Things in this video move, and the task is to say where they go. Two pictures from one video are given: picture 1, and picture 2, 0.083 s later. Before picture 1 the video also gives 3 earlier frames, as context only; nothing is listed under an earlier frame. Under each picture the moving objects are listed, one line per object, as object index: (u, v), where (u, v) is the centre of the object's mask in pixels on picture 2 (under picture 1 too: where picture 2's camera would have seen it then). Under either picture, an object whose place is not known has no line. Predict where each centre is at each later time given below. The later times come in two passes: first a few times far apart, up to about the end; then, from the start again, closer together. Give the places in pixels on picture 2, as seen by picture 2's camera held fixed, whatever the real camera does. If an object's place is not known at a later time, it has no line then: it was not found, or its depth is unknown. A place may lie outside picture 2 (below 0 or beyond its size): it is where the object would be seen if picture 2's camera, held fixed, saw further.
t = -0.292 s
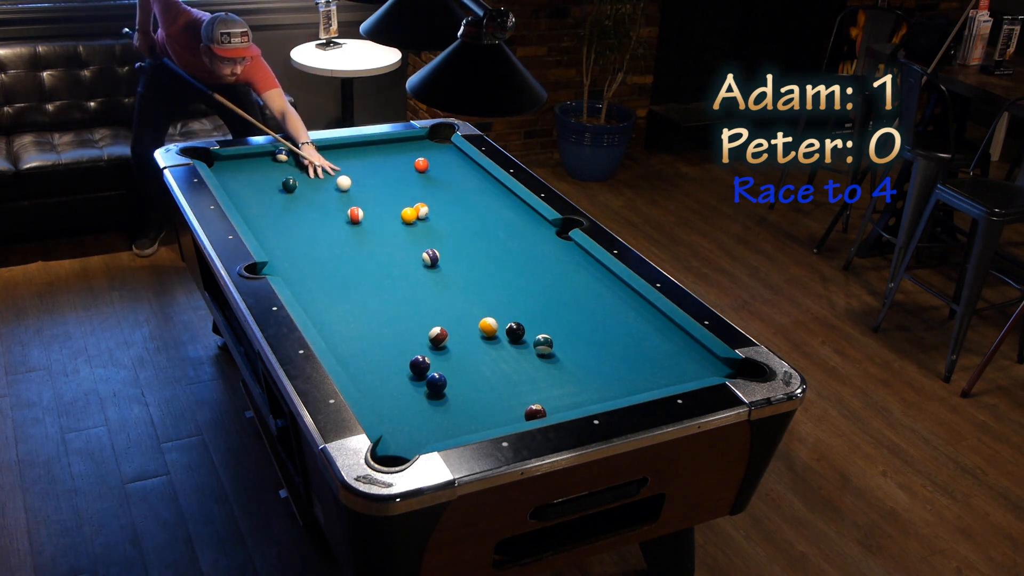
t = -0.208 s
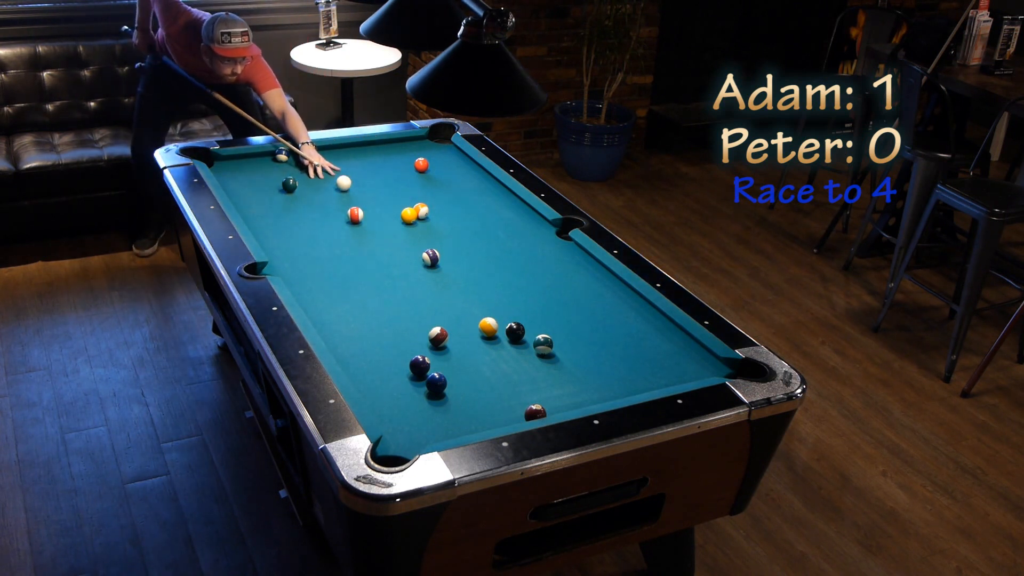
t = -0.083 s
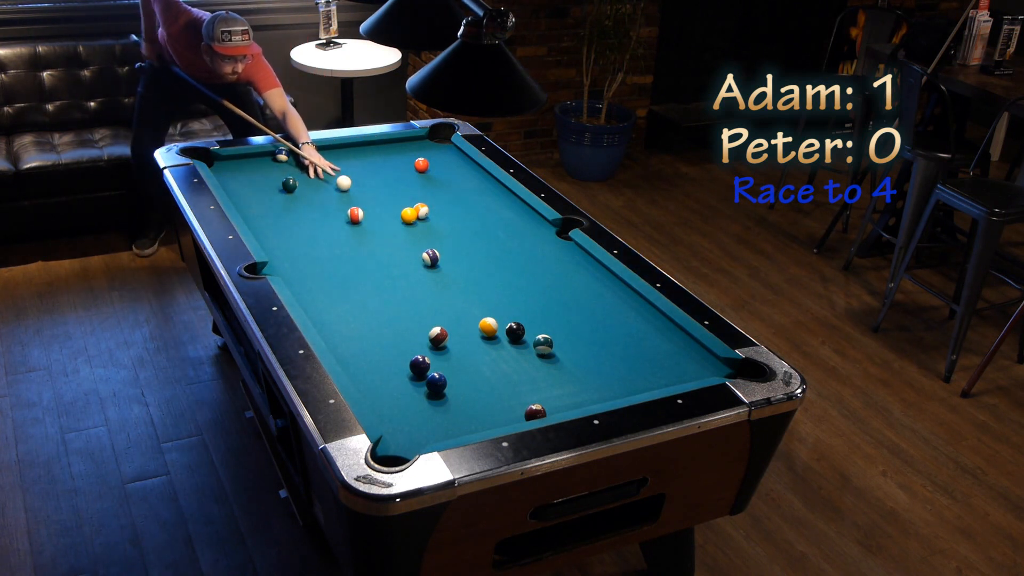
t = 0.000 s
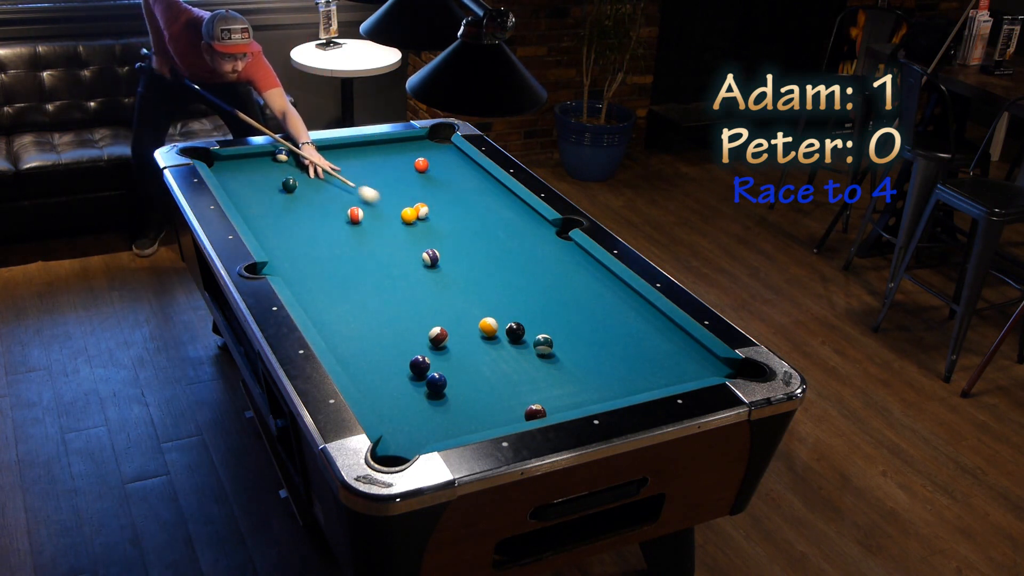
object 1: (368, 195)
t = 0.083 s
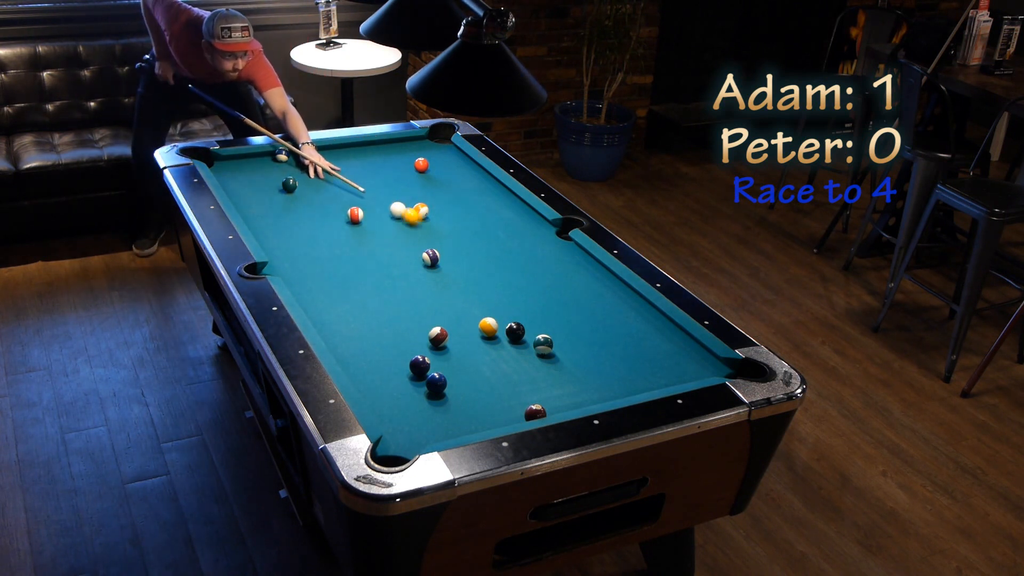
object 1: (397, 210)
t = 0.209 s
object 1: (401, 213)
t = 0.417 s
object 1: (415, 222)
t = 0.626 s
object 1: (431, 230)
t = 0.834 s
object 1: (445, 239)
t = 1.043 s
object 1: (459, 247)
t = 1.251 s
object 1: (472, 255)
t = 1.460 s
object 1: (486, 263)
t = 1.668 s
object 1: (499, 271)
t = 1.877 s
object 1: (511, 279)
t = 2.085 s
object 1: (523, 286)
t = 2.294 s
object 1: (534, 293)
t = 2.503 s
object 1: (545, 299)
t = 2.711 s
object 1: (555, 305)
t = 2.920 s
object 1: (564, 311)
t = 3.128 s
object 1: (572, 316)
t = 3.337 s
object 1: (579, 322)
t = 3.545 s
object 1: (586, 326)
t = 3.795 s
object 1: (592, 331)
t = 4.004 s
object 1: (597, 335)
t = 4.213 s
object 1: (601, 338)
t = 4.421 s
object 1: (604, 340)
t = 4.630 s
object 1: (606, 342)
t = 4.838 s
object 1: (608, 343)
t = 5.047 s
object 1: (609, 343)
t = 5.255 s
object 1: (609, 343)
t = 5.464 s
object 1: (609, 342)
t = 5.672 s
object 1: (610, 342)
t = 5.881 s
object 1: (610, 342)
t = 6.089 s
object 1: (610, 342)
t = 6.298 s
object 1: (610, 342)
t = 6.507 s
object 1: (610, 342)
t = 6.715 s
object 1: (610, 342)
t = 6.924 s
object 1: (610, 342)
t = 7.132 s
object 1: (610, 342)
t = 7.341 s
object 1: (610, 342)
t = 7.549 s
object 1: (610, 342)
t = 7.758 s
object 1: (610, 342)
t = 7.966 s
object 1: (610, 342)
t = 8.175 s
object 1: (610, 342)
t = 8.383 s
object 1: (610, 342)
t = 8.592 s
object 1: (610, 342)
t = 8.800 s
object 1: (610, 342)
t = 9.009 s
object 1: (610, 342)
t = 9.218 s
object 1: (610, 342)
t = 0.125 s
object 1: (398, 211)
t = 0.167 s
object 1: (399, 212)
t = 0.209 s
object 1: (401, 213)
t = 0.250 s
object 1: (403, 214)
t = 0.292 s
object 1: (406, 216)
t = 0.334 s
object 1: (409, 218)
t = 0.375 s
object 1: (412, 220)
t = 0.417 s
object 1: (415, 222)
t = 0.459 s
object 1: (419, 223)
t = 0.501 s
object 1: (422, 225)
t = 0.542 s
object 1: (425, 227)
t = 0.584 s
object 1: (428, 228)
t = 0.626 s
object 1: (431, 230)
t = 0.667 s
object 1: (434, 232)
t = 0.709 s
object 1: (436, 234)
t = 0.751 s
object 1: (439, 235)
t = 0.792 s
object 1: (442, 237)
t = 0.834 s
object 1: (445, 239)
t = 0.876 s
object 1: (448, 241)
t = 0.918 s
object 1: (451, 242)
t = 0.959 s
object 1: (453, 244)
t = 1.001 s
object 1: (456, 246)
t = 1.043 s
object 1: (459, 247)
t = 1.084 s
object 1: (462, 249)
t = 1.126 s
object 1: (464, 251)
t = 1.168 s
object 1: (467, 252)
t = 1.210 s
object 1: (470, 254)
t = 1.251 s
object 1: (472, 255)
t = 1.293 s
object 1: (475, 257)
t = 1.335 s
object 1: (478, 259)
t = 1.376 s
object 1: (480, 260)
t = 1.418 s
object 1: (483, 262)
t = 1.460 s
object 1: (486, 263)
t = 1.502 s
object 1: (488, 265)
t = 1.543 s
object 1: (491, 266)
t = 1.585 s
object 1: (494, 268)
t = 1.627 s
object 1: (496, 270)
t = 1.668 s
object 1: (499, 271)
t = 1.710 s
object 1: (501, 273)
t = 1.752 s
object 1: (504, 274)
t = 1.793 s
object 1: (506, 276)
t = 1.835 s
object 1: (509, 277)
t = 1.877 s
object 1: (511, 279)
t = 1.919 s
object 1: (513, 280)
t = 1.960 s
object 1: (516, 281)
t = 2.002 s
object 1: (518, 283)
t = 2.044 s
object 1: (520, 284)
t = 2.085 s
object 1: (523, 286)
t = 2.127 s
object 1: (525, 287)
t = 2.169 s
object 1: (527, 289)
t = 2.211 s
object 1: (529, 290)
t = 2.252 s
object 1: (532, 291)
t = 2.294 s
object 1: (534, 293)
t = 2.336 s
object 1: (536, 294)
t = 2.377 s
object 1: (538, 295)
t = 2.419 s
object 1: (541, 297)
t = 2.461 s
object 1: (543, 298)
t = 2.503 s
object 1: (545, 299)
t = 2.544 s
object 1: (547, 300)
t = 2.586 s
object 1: (549, 302)
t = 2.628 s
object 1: (551, 303)
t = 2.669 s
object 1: (553, 304)
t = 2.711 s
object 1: (555, 305)
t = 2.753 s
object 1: (557, 306)
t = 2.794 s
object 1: (558, 307)
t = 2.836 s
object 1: (560, 309)
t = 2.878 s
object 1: (562, 310)
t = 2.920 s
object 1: (564, 311)
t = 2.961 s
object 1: (566, 312)
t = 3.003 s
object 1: (567, 313)
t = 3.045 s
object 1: (569, 314)
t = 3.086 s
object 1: (570, 315)
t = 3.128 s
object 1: (572, 316)
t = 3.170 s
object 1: (574, 318)
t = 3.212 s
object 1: (575, 319)
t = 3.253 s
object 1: (576, 320)
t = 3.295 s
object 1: (578, 321)
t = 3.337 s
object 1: (579, 322)
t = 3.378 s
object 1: (581, 323)
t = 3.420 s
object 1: (582, 323)
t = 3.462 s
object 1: (583, 324)
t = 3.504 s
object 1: (584, 325)
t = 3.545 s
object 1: (586, 326)
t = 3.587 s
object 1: (587, 327)
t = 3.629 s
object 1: (588, 328)
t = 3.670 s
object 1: (589, 329)
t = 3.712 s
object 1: (590, 330)
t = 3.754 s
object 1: (591, 330)
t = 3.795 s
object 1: (592, 331)
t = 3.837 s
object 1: (593, 332)
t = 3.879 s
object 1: (594, 333)
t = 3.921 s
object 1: (595, 333)
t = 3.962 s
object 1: (596, 334)
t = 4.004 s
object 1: (597, 335)
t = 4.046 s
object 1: (598, 335)
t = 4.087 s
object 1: (599, 336)
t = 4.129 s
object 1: (599, 337)
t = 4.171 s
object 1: (600, 337)
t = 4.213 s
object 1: (601, 338)
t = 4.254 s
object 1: (601, 338)
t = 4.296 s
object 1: (602, 339)
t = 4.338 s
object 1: (603, 339)
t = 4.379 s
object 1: (603, 340)
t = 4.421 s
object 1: (604, 340)
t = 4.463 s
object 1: (604, 340)
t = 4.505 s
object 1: (605, 341)
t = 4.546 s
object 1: (605, 341)
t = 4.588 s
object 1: (605, 341)
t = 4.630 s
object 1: (606, 342)
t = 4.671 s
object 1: (606, 342)
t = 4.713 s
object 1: (607, 342)
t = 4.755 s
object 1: (607, 343)
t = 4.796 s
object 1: (607, 343)
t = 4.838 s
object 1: (608, 343)
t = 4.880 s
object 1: (608, 343)
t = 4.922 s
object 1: (608, 343)
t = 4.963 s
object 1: (608, 343)
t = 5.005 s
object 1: (609, 343)
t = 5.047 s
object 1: (609, 343)
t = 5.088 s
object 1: (609, 343)
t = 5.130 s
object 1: (609, 343)
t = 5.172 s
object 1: (609, 343)
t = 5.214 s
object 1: (609, 343)
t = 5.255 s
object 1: (609, 343)
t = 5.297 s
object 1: (609, 343)
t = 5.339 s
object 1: (609, 342)
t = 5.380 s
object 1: (609, 342)
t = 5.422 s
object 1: (610, 342)
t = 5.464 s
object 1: (609, 342)
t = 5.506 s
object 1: (610, 342)
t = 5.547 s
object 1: (609, 342)
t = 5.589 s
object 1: (610, 342)
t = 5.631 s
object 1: (610, 342)
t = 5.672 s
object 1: (610, 342)
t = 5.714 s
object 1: (610, 342)
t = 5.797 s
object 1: (610, 342)
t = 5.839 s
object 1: (610, 342)
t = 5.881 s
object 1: (610, 342)
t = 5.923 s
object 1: (610, 342)
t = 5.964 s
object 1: (610, 342)
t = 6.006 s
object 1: (610, 342)
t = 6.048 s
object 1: (610, 342)
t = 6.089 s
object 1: (610, 342)
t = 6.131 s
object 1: (610, 342)
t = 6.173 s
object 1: (610, 342)
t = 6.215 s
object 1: (610, 342)
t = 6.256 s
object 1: (610, 342)
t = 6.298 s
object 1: (610, 342)
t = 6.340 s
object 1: (610, 342)
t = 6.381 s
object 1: (610, 342)
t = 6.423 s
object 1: (610, 342)
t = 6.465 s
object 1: (610, 342)
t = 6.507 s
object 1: (610, 342)
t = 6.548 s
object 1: (610, 342)
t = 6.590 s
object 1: (610, 342)
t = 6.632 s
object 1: (610, 342)
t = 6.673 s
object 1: (610, 342)
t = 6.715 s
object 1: (610, 342)
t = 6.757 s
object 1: (610, 342)
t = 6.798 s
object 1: (610, 342)
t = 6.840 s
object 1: (610, 342)
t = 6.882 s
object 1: (610, 342)
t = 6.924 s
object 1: (610, 342)
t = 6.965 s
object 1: (610, 342)
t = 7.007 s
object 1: (610, 342)
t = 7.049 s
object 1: (610, 342)
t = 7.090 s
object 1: (610, 342)
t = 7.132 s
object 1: (610, 342)
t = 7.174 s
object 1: (610, 342)
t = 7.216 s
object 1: (610, 342)
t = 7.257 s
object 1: (610, 342)
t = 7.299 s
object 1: (610, 342)
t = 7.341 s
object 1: (610, 342)
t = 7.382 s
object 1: (610, 342)
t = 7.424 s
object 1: (610, 342)
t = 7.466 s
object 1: (610, 342)
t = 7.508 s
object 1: (610, 342)
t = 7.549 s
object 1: (610, 342)
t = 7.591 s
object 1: (610, 342)
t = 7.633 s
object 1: (610, 342)
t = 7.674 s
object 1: (610, 342)
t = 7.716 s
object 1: (610, 342)
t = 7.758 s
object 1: (610, 342)
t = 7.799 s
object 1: (610, 342)
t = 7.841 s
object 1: (610, 342)
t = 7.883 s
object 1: (610, 342)
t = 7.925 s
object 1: (610, 342)
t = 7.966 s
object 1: (610, 342)
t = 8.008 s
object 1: (610, 342)
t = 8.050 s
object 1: (610, 342)
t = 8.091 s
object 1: (610, 342)
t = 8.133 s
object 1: (610, 342)
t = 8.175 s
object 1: (610, 342)
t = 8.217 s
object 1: (610, 342)
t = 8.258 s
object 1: (610, 342)
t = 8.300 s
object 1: (610, 342)
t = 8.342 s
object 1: (610, 342)
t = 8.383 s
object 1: (610, 342)
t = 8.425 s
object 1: (610, 342)
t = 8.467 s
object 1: (610, 342)
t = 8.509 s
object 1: (610, 342)
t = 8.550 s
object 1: (610, 342)
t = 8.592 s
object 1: (610, 342)
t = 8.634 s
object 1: (610, 342)
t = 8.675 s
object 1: (610, 342)
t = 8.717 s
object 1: (610, 342)
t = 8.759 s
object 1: (610, 342)
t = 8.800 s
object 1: (610, 342)
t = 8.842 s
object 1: (610, 342)
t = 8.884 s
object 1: (610, 342)
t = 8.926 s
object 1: (610, 342)
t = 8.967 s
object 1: (610, 342)
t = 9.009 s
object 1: (610, 342)
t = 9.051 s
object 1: (610, 342)
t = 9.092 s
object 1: (610, 342)
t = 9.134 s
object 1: (610, 342)
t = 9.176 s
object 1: (610, 342)
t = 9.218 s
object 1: (610, 342)
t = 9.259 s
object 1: (610, 342)
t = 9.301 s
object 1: (610, 342)
